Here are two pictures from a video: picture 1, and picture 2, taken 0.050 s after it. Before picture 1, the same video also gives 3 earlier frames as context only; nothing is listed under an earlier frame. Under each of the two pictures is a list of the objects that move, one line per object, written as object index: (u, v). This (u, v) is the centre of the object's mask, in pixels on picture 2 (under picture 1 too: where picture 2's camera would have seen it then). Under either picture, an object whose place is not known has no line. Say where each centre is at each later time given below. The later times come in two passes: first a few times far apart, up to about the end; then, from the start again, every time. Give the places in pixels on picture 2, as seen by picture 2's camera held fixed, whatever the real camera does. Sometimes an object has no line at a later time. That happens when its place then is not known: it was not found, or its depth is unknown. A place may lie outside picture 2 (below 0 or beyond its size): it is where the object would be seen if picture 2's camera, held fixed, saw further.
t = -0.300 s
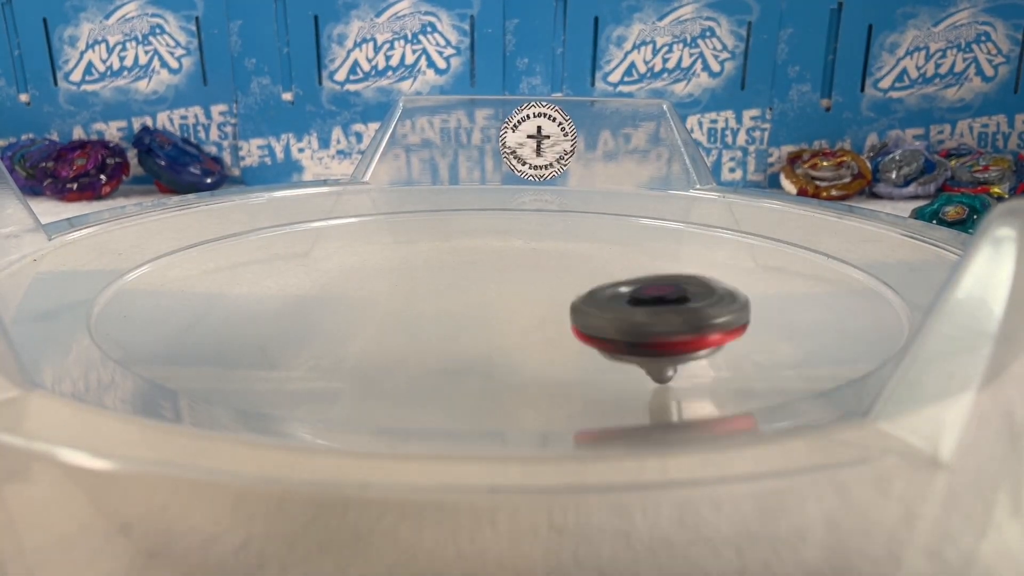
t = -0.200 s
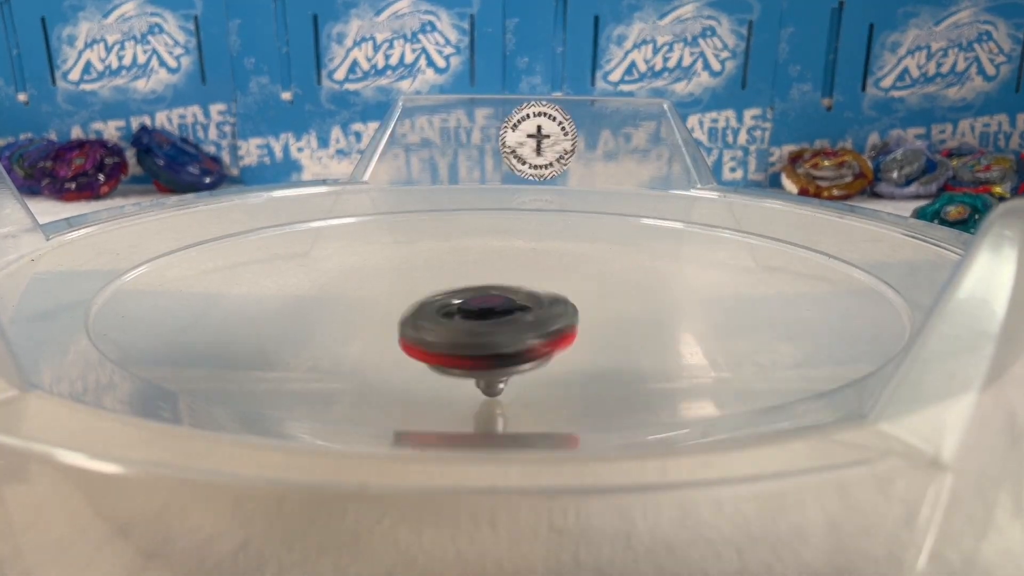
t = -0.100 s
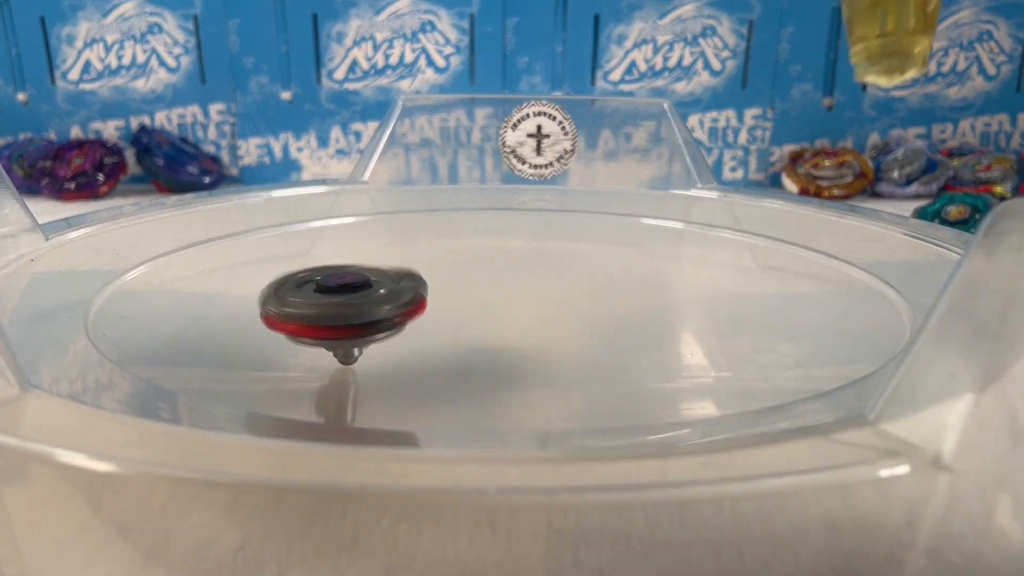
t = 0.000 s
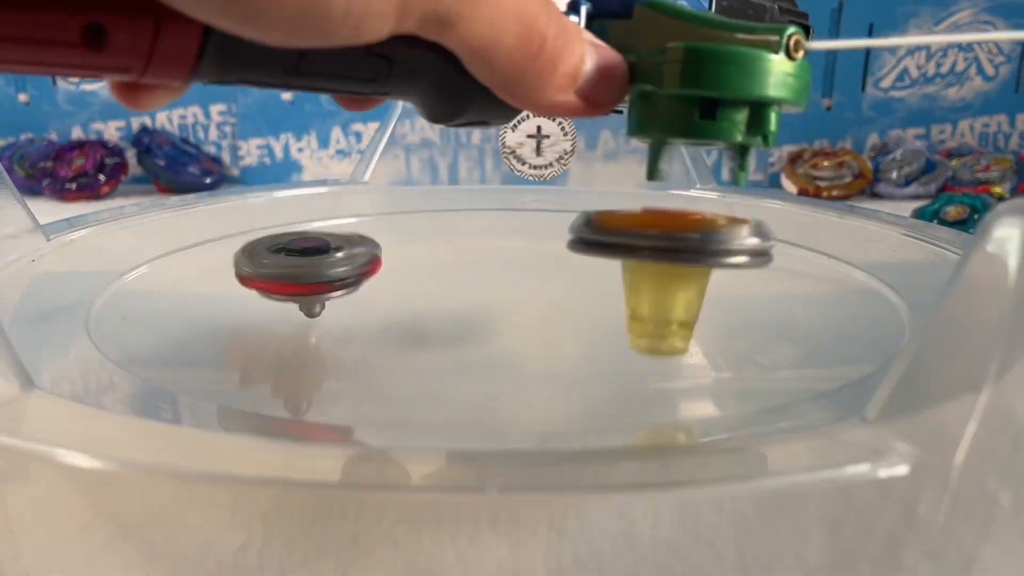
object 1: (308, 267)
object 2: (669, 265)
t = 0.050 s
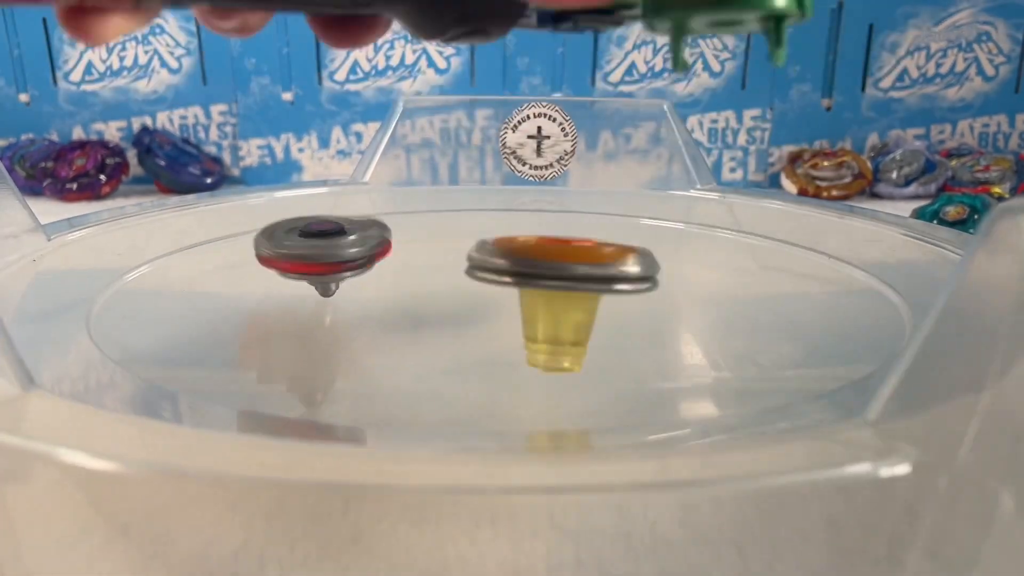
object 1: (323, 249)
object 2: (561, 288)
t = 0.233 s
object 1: (457, 211)
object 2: (333, 271)
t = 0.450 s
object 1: (676, 221)
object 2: (293, 229)
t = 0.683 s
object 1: (696, 308)
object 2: (312, 251)
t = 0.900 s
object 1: (377, 329)
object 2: (377, 255)
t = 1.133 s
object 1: (213, 276)
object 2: (426, 233)
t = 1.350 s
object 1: (299, 221)
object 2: (440, 184)
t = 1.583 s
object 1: (460, 256)
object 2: (598, 191)
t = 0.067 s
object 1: (329, 245)
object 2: (529, 280)
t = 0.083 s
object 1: (338, 239)
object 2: (496, 284)
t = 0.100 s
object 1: (347, 234)
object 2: (464, 294)
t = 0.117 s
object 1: (357, 230)
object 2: (437, 313)
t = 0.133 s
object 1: (369, 224)
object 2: (418, 294)
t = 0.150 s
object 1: (381, 217)
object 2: (398, 284)
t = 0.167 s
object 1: (396, 215)
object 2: (380, 281)
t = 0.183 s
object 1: (409, 216)
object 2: (364, 286)
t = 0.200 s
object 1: (425, 214)
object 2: (353, 278)
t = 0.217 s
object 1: (440, 213)
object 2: (344, 271)
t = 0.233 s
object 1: (457, 211)
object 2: (333, 271)
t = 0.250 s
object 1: (472, 209)
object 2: (326, 261)
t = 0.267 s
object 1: (489, 208)
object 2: (320, 257)
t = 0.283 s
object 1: (506, 207)
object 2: (315, 251)
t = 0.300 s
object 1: (523, 206)
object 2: (311, 246)
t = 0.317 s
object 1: (540, 206)
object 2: (305, 246)
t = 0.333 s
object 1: (558, 206)
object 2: (303, 238)
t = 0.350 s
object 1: (576, 206)
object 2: (301, 237)
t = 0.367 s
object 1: (593, 207)
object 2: (299, 234)
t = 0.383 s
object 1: (610, 209)
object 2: (296, 233)
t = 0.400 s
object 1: (628, 211)
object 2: (294, 229)
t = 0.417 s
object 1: (644, 214)
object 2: (294, 228)
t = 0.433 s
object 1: (660, 217)
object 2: (293, 227)
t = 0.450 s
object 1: (676, 221)
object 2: (293, 229)
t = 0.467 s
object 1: (690, 225)
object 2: (293, 226)
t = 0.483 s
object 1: (702, 230)
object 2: (292, 227)
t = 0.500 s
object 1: (715, 235)
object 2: (293, 228)
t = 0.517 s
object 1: (725, 241)
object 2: (294, 228)
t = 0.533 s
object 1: (732, 247)
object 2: (295, 231)
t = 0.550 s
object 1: (739, 254)
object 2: (295, 233)
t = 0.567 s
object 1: (743, 260)
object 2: (296, 234)
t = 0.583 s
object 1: (745, 267)
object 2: (298, 236)
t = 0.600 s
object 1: (743, 274)
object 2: (300, 239)
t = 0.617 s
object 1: (741, 282)
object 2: (302, 240)
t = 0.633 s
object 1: (735, 288)
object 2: (303, 244)
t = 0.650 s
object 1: (724, 295)
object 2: (305, 245)
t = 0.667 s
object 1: (712, 303)
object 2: (309, 247)
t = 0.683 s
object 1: (696, 308)
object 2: (312, 251)
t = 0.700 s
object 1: (678, 313)
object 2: (315, 252)
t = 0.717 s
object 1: (657, 318)
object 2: (318, 257)
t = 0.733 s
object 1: (635, 324)
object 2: (320, 257)
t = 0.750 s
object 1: (613, 325)
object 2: (325, 260)
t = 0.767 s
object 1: (587, 329)
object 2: (331, 261)
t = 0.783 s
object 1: (559, 332)
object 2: (336, 264)
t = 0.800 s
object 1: (529, 333)
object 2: (342, 268)
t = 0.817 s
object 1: (501, 333)
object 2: (345, 270)
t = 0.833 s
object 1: (473, 333)
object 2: (351, 272)
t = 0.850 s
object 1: (445, 333)
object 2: (356, 267)
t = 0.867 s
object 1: (419, 330)
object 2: (363, 258)
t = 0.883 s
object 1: (395, 328)
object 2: (370, 257)
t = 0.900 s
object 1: (377, 329)
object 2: (377, 255)
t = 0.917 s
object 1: (358, 325)
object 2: (381, 253)
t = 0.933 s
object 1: (339, 327)
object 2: (386, 253)
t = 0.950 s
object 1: (321, 324)
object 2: (393, 252)
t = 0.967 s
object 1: (306, 321)
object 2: (398, 253)
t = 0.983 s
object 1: (292, 319)
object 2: (404, 255)
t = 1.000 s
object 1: (278, 314)
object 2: (407, 255)
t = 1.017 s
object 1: (264, 311)
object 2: (410, 252)
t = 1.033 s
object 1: (253, 307)
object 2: (413, 249)
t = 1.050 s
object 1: (243, 303)
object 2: (416, 245)
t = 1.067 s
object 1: (235, 297)
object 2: (419, 243)
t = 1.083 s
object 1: (227, 292)
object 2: (422, 241)
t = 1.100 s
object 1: (220, 287)
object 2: (424, 236)
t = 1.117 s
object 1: (216, 282)
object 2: (426, 235)
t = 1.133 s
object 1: (213, 276)
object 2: (426, 233)
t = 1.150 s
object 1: (213, 271)
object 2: (426, 231)
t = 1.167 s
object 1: (213, 264)
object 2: (425, 228)
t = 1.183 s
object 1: (215, 259)
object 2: (425, 224)
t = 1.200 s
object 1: (220, 254)
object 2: (425, 223)
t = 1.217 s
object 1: (227, 250)
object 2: (424, 220)
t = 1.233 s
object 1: (236, 245)
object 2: (422, 218)
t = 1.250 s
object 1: (246, 241)
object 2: (420, 218)
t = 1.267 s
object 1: (257, 237)
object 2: (418, 217)
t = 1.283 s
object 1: (269, 235)
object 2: (415, 216)
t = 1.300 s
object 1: (282, 232)
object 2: (411, 213)
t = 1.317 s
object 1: (298, 231)
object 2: (408, 213)
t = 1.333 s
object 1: (298, 226)
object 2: (424, 195)
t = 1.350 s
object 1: (299, 221)
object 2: (440, 184)
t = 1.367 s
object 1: (301, 222)
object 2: (457, 178)
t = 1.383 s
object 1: (302, 231)
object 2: (472, 181)
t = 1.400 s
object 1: (310, 230)
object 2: (488, 190)
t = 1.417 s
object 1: (319, 233)
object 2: (503, 198)
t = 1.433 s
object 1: (328, 237)
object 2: (514, 190)
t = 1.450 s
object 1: (341, 238)
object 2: (526, 188)
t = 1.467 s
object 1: (353, 240)
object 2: (538, 192)
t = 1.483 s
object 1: (367, 244)
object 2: (548, 188)
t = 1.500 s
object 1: (383, 244)
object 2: (558, 186)
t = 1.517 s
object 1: (399, 248)
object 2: (568, 190)
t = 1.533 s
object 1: (414, 249)
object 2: (577, 189)
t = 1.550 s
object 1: (429, 252)
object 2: (584, 189)
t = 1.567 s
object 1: (445, 254)
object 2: (592, 190)
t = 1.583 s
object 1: (460, 256)
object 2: (598, 191)
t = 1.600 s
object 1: (476, 258)
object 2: (603, 193)
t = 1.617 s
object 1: (491, 260)
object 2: (608, 194)
